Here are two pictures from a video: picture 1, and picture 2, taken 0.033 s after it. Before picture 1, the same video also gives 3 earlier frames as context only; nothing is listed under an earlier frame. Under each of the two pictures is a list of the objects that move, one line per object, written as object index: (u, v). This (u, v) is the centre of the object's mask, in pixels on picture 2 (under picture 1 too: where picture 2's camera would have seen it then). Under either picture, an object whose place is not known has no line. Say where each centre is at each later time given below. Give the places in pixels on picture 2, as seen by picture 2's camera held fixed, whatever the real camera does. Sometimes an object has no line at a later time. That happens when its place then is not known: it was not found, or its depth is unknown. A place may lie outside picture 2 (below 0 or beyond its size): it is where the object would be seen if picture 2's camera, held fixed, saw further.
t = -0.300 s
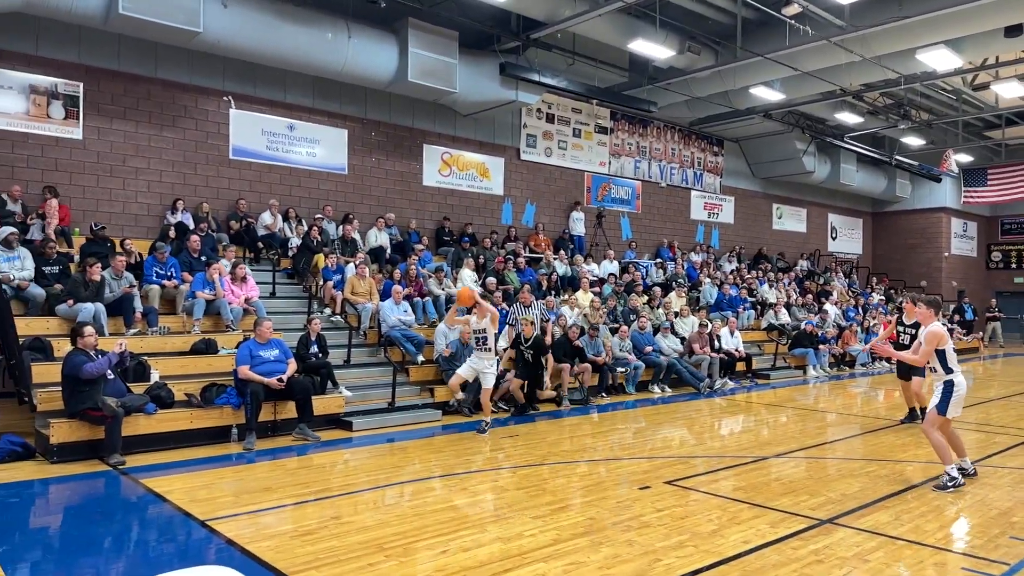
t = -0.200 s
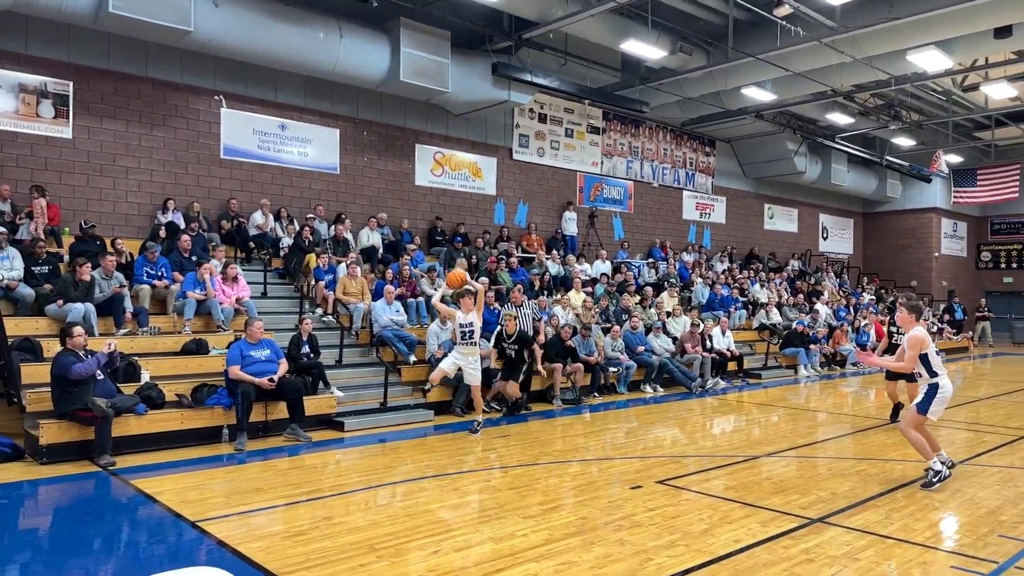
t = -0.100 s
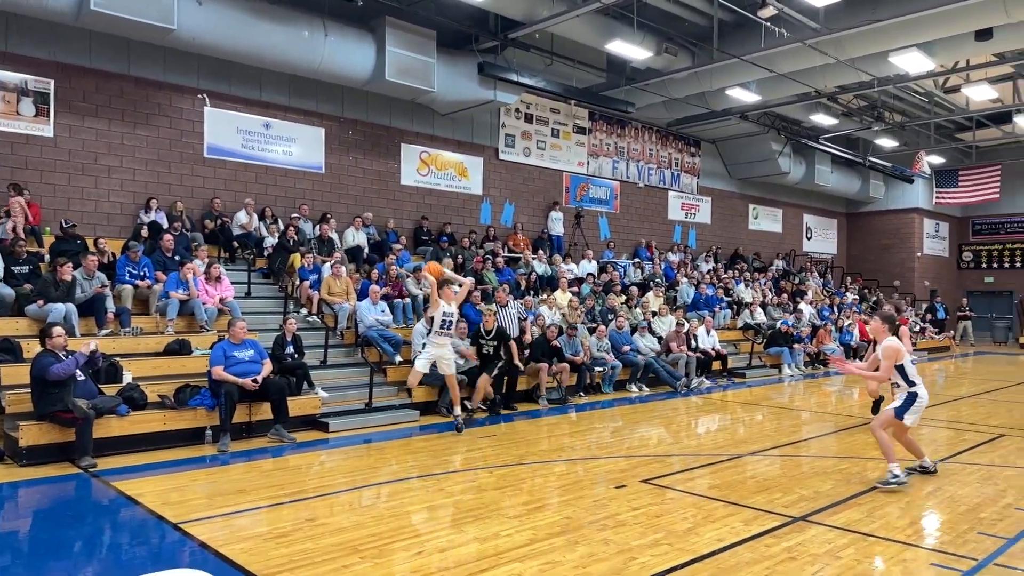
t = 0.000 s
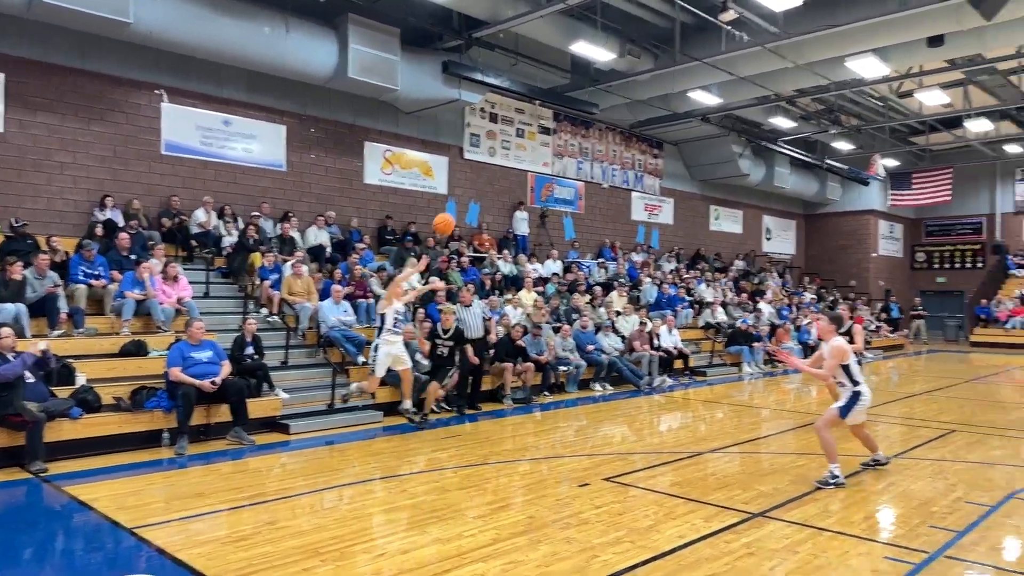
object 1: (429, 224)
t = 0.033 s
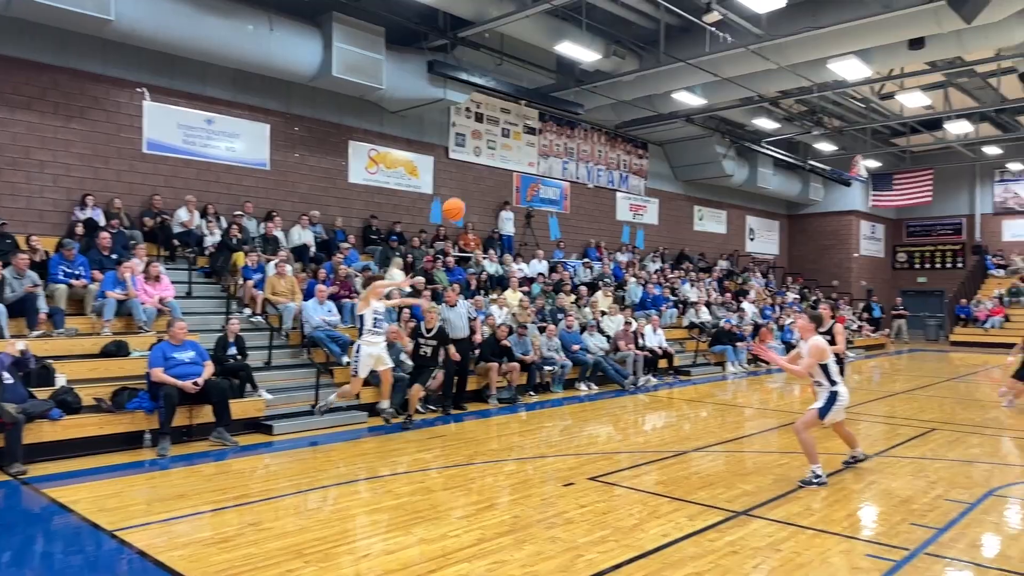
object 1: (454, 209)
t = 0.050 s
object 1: (466, 202)
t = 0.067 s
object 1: (479, 195)
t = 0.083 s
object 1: (491, 189)
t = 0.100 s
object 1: (505, 182)
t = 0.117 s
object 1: (519, 176)
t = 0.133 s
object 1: (533, 169)
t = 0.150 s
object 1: (547, 162)
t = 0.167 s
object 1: (561, 156)
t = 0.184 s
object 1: (575, 150)
